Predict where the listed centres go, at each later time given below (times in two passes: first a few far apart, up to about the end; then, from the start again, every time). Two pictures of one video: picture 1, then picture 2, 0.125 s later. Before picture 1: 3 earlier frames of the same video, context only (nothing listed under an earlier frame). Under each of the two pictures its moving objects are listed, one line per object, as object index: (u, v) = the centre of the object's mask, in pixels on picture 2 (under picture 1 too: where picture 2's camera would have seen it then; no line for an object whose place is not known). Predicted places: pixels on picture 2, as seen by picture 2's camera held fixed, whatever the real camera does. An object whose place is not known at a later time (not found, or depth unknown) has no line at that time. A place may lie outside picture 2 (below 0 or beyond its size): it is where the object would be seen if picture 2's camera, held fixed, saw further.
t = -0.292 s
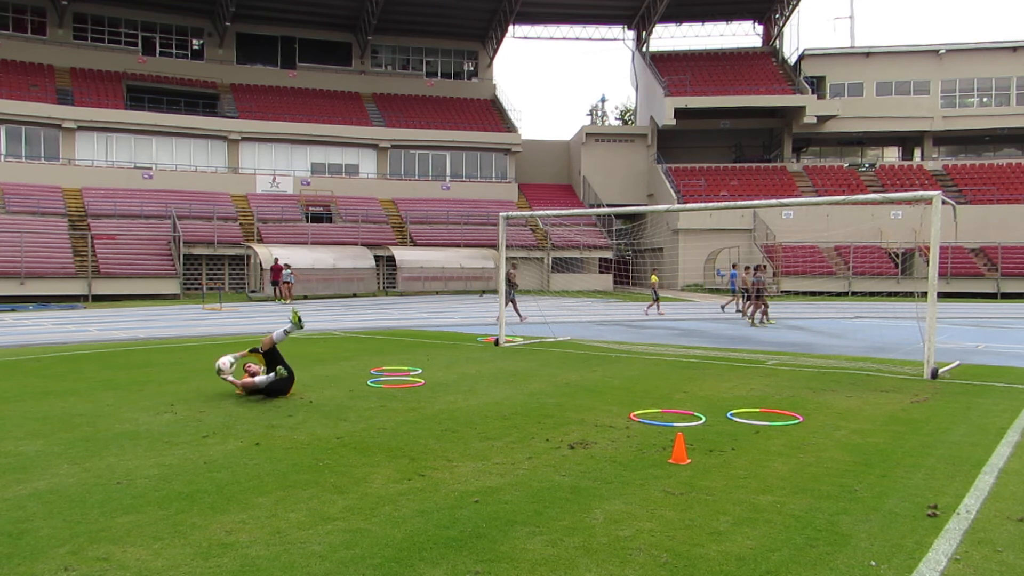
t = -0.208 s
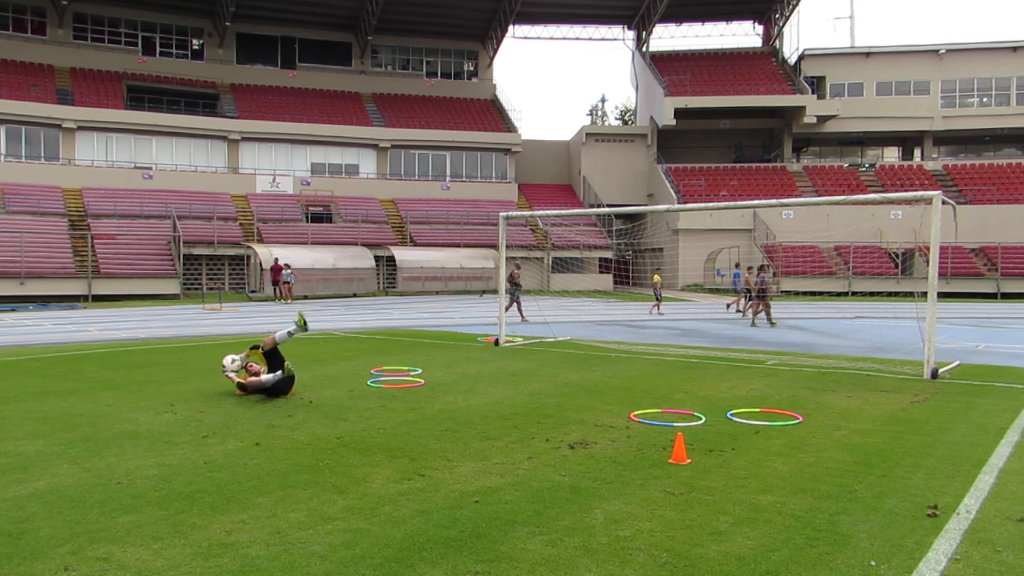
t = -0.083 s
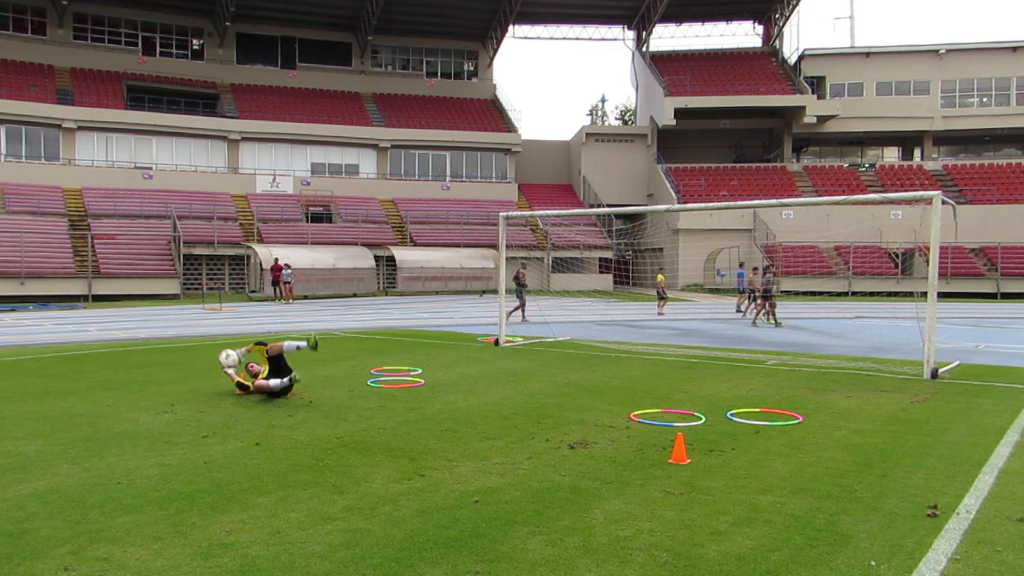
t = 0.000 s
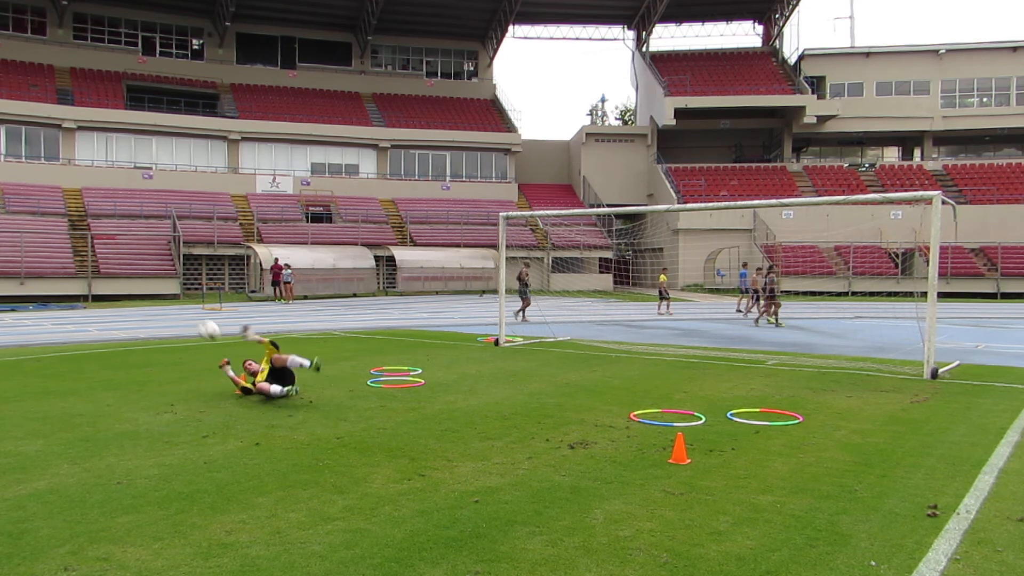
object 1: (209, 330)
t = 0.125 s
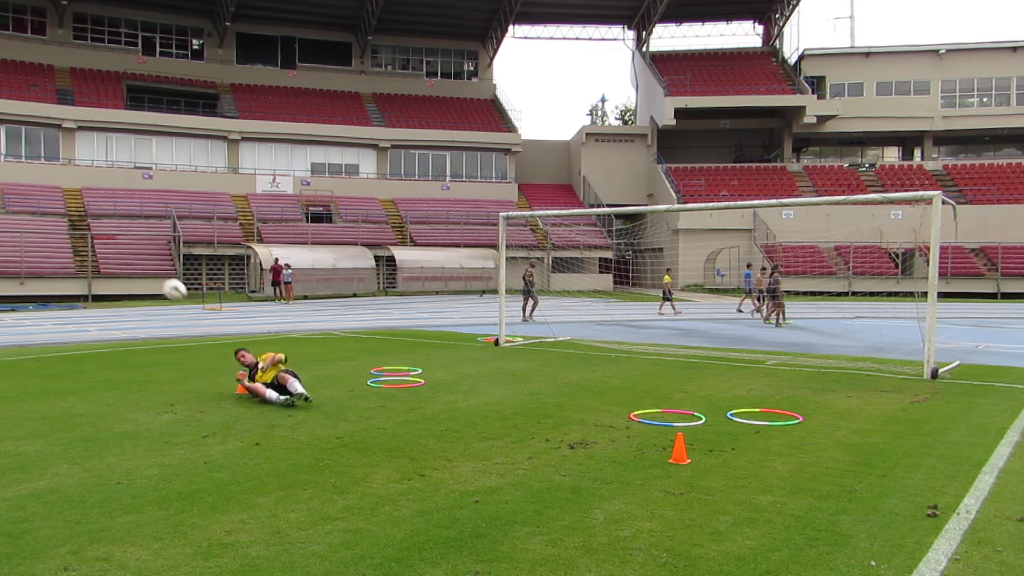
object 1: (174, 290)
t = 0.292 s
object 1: (119, 251)
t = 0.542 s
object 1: (11, 240)
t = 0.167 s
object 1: (161, 278)
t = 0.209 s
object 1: (148, 268)
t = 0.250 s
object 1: (134, 259)
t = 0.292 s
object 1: (119, 251)
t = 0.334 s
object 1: (102, 244)
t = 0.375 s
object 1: (85, 240)
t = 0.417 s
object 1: (67, 237)
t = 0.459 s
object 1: (48, 236)
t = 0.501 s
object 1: (28, 236)
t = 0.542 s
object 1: (11, 240)
